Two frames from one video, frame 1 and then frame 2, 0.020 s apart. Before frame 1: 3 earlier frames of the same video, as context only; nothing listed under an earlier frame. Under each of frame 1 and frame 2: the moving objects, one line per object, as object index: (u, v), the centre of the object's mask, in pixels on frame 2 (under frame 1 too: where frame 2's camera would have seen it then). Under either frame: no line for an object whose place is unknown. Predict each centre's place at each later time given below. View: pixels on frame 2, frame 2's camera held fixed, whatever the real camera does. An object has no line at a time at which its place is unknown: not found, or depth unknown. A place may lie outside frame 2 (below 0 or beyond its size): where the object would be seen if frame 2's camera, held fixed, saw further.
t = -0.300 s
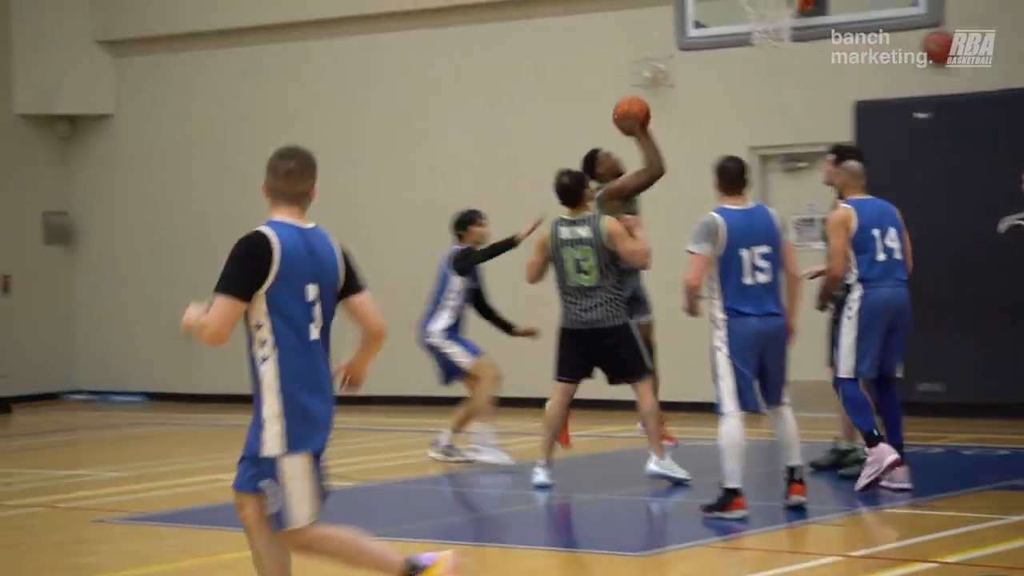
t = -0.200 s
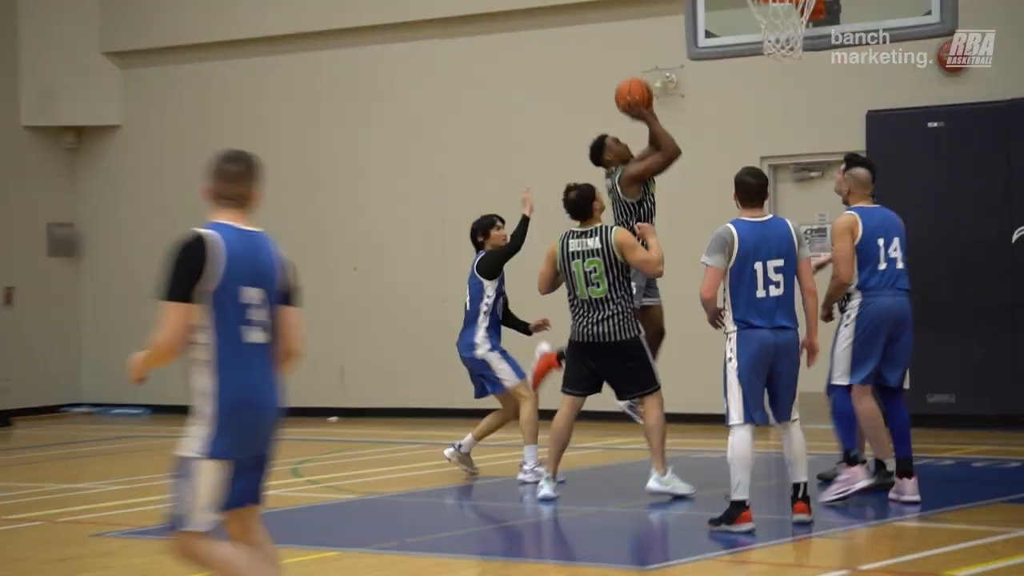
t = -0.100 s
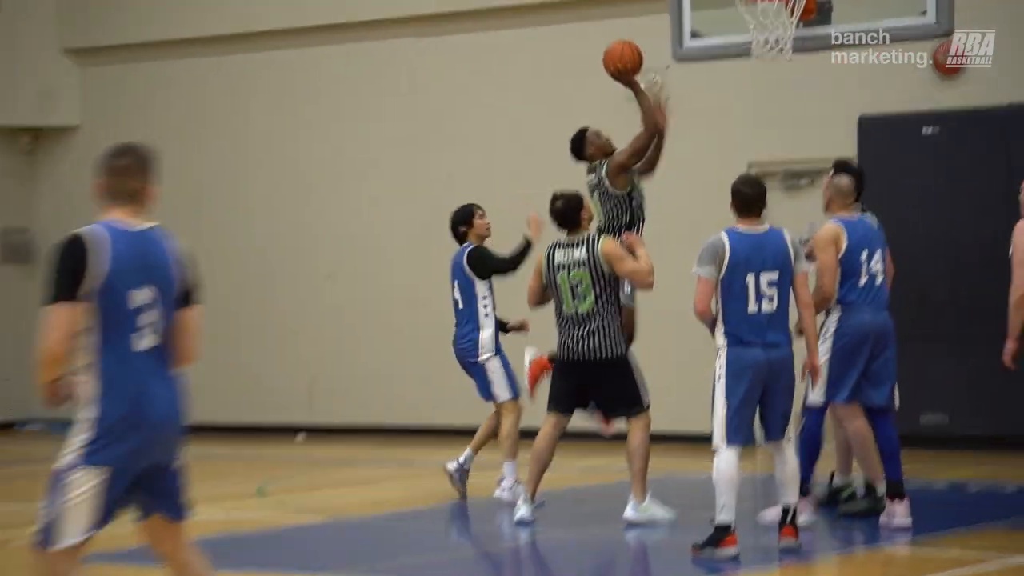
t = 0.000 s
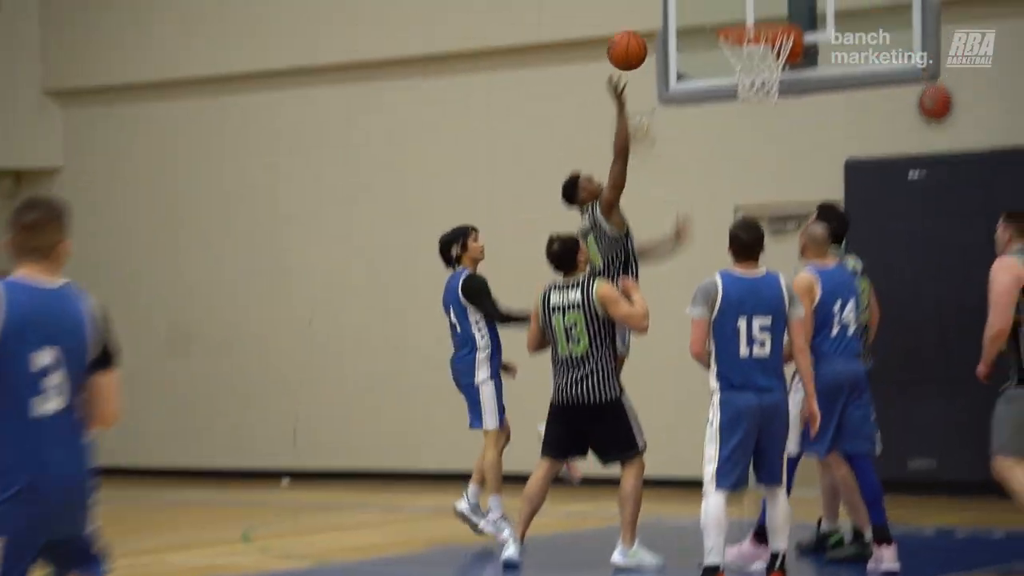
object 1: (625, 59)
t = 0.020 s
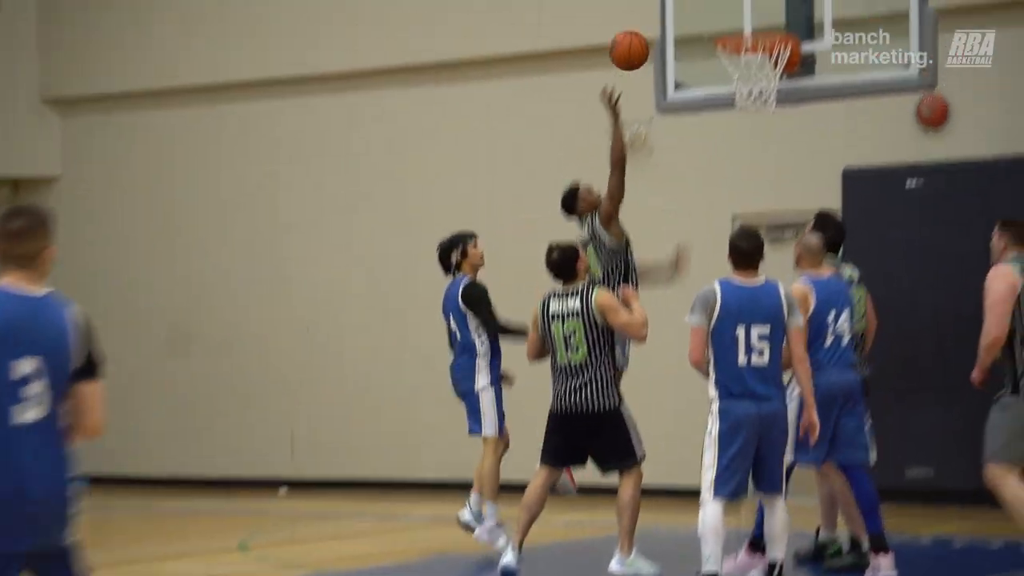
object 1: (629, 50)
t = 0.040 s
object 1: (633, 42)
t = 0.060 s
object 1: (637, 34)
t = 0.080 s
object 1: (641, 27)
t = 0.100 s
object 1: (645, 22)
